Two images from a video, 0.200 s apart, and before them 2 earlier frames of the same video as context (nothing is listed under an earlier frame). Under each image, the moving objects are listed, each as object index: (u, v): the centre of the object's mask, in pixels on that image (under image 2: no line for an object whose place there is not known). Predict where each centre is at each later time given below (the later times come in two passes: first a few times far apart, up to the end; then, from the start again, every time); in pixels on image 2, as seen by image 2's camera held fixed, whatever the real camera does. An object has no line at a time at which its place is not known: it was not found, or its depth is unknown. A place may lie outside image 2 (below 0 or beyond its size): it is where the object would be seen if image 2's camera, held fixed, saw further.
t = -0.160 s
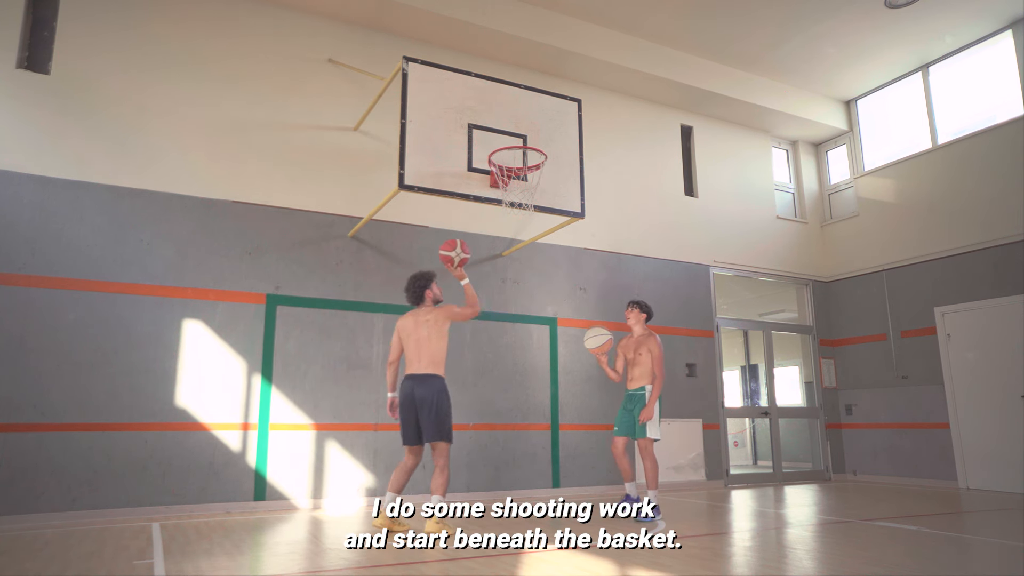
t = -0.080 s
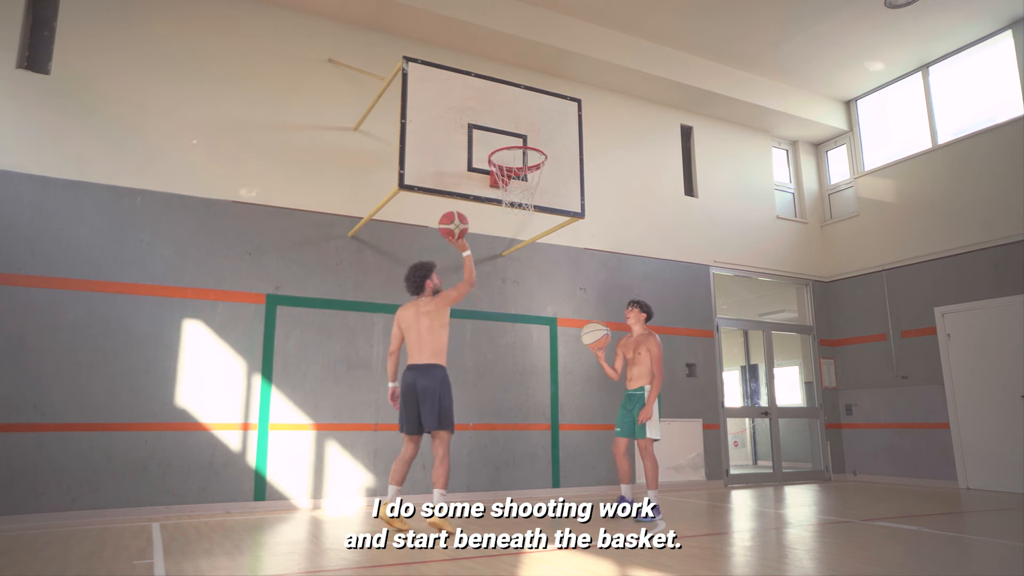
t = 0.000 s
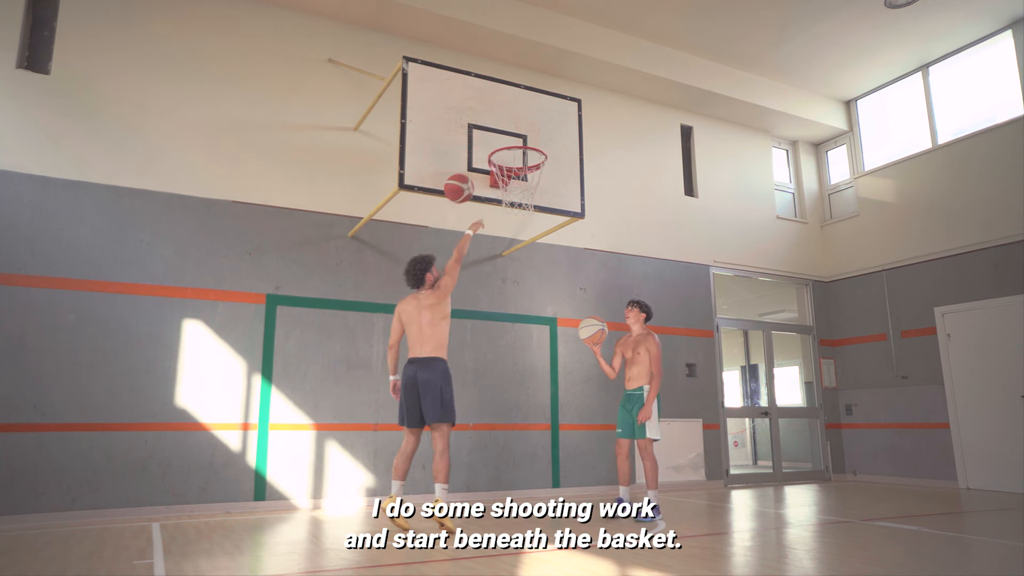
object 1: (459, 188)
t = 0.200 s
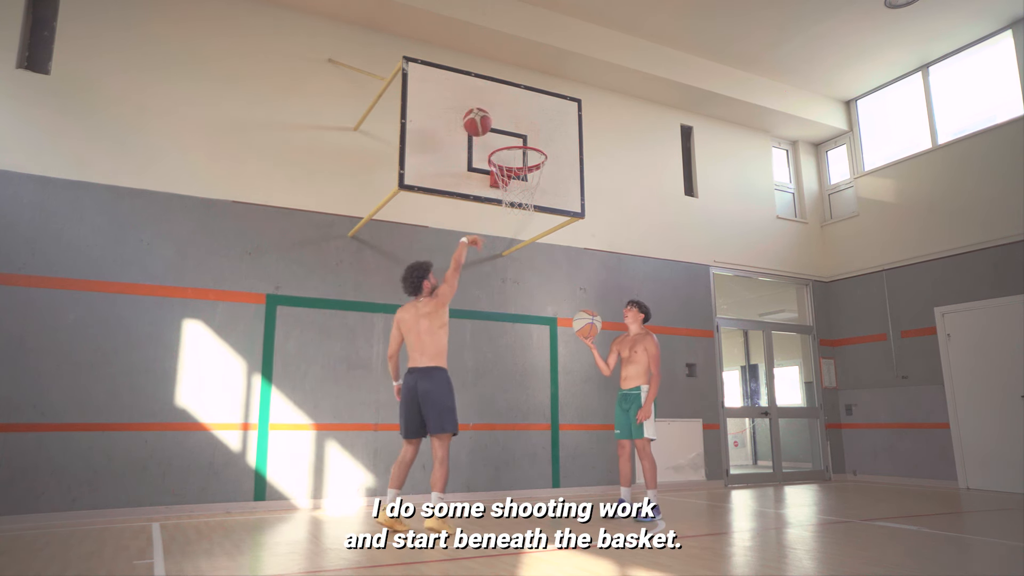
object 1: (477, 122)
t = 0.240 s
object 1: (480, 114)
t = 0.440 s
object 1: (497, 102)
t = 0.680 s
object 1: (516, 144)
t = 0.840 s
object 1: (530, 206)
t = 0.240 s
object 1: (480, 114)
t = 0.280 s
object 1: (484, 109)
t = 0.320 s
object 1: (487, 105)
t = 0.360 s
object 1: (491, 102)
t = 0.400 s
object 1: (494, 101)
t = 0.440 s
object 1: (497, 102)
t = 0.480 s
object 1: (500, 105)
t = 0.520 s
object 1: (504, 109)
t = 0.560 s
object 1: (507, 115)
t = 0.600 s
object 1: (510, 123)
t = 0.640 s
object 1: (514, 132)
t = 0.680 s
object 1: (516, 144)
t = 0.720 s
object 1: (520, 158)
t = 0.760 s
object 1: (525, 172)
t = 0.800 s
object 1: (528, 190)
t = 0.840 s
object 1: (530, 206)
